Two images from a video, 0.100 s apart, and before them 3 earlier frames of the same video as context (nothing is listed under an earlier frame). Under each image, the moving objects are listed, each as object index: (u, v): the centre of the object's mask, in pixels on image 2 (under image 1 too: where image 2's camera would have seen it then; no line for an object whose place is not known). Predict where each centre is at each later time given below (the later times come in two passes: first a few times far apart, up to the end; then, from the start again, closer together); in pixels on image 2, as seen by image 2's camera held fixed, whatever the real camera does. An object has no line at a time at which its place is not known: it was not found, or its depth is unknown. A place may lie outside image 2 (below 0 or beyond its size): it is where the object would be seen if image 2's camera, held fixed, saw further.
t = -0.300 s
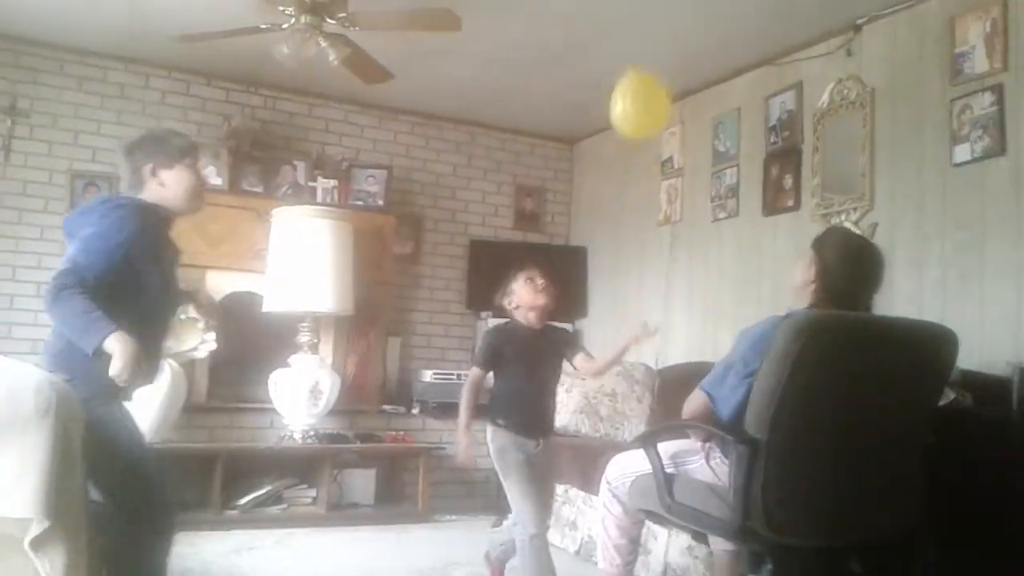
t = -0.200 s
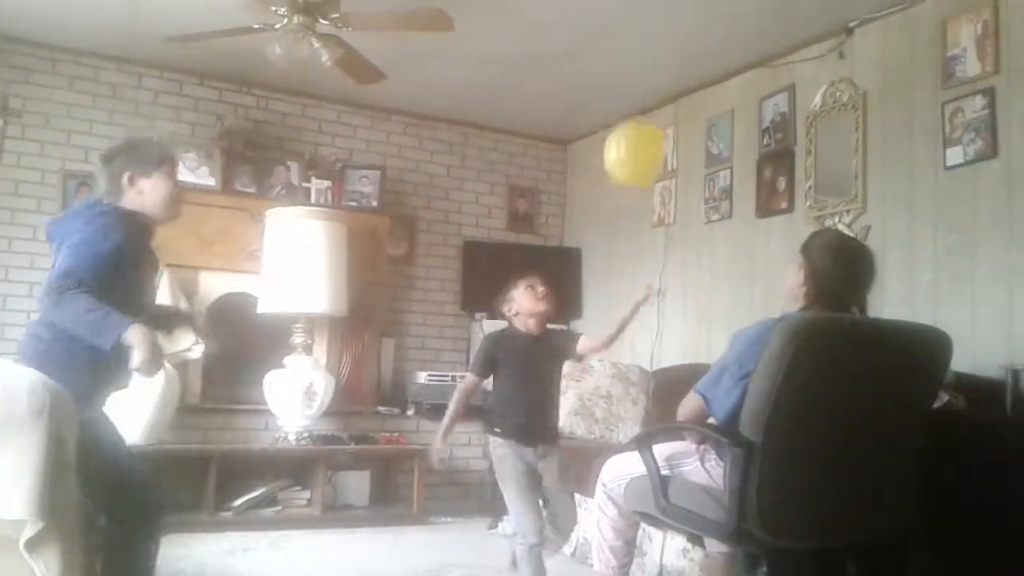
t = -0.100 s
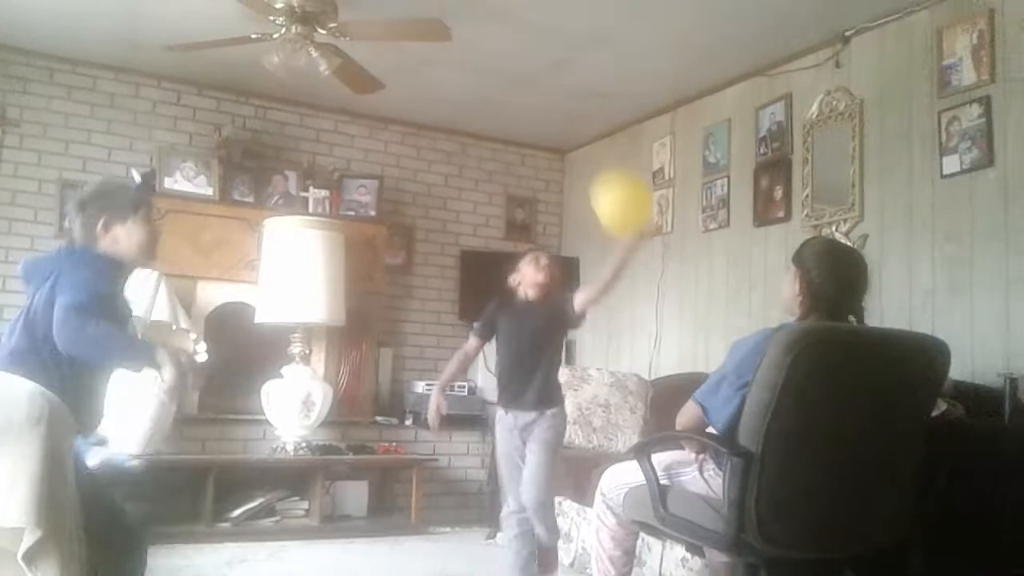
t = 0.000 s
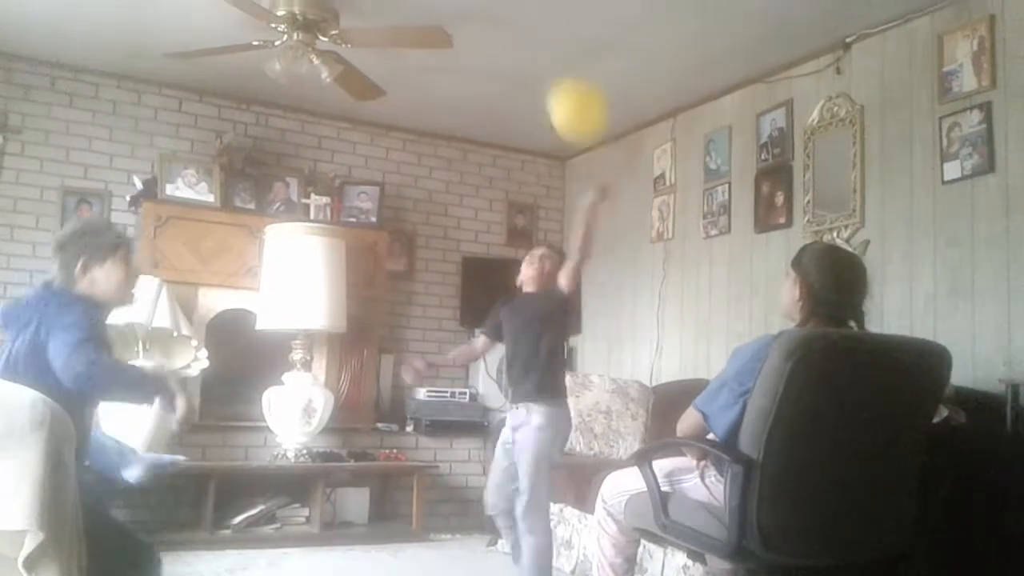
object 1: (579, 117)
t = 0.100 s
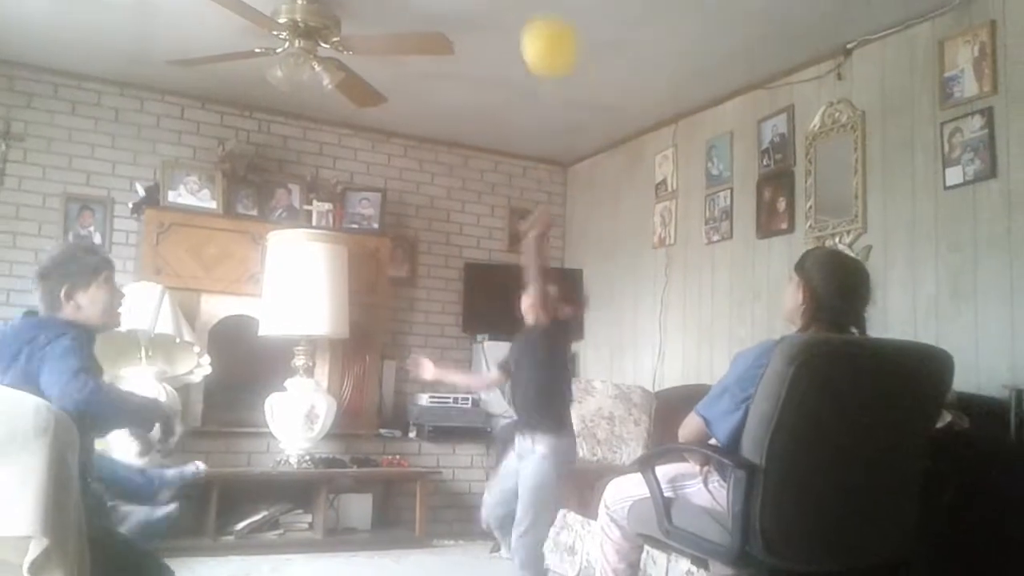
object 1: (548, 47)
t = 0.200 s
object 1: (534, 13)
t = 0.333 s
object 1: (526, 0)
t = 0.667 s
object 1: (489, 5)
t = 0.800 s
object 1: (476, 40)
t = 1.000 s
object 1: (460, 115)
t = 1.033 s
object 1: (457, 130)
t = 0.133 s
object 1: (543, 30)
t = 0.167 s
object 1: (538, 19)
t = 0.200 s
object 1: (534, 13)
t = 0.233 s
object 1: (532, 8)
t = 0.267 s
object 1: (530, 5)
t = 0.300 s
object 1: (527, 3)
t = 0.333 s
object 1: (526, 0)
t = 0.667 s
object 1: (489, 5)
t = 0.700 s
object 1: (485, 11)
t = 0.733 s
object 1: (482, 20)
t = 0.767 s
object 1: (479, 29)
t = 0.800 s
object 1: (476, 40)
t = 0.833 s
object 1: (473, 50)
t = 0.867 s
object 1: (470, 62)
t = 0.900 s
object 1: (468, 74)
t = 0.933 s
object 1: (465, 87)
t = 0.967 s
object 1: (462, 100)
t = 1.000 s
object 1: (460, 115)
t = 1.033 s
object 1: (457, 130)
